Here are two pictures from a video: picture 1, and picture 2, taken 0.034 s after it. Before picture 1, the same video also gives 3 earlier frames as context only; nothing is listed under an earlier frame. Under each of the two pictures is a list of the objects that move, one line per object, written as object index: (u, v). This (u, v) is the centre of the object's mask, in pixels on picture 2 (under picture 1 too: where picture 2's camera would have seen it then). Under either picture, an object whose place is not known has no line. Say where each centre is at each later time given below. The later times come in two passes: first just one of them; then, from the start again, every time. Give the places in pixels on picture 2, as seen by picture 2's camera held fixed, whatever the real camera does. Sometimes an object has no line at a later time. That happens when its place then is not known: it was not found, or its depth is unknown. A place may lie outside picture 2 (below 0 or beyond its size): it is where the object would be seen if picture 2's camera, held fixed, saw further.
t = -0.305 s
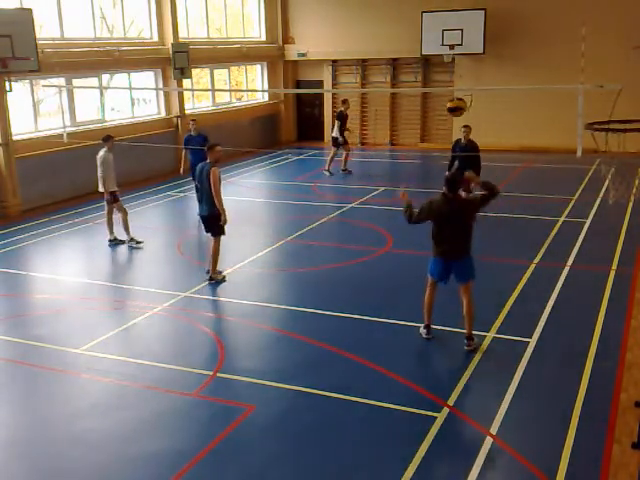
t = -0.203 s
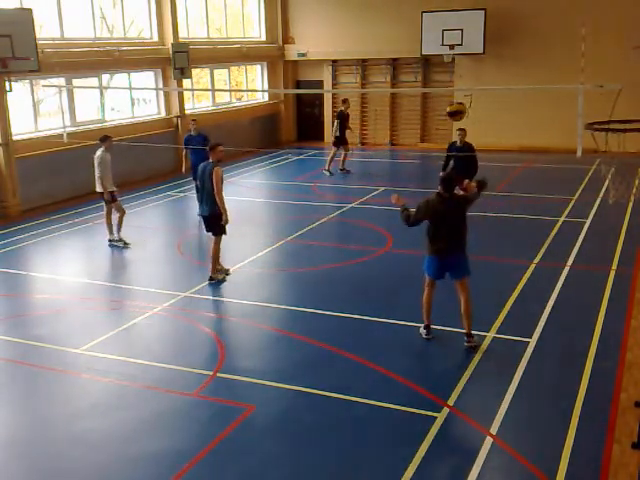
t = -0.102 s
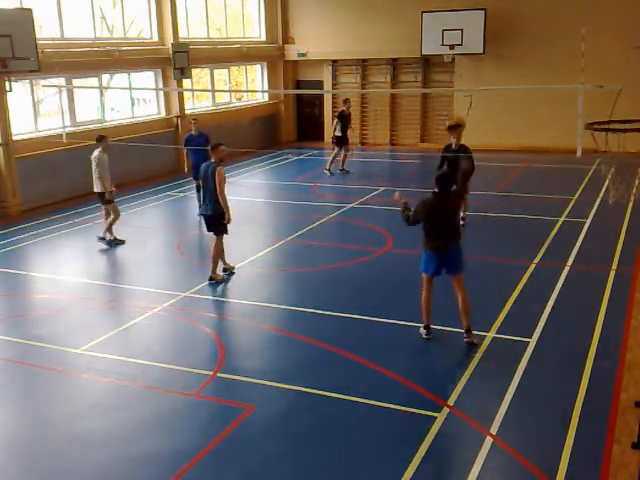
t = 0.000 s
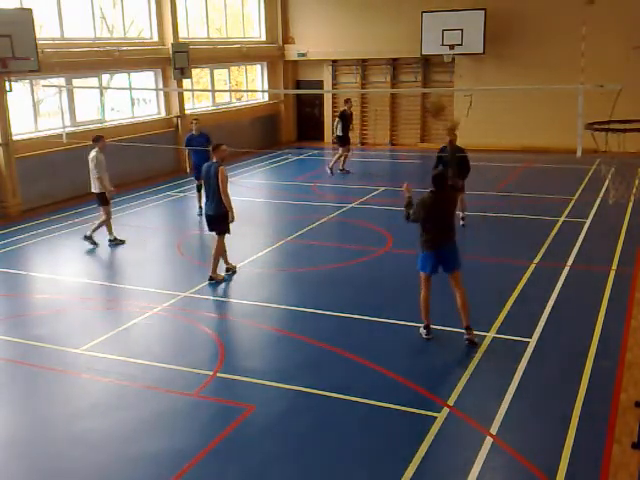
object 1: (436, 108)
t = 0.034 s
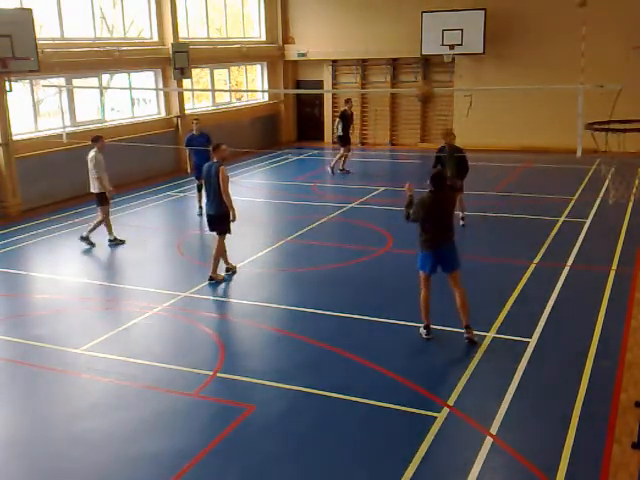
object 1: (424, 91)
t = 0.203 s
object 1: (383, 51)
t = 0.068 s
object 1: (415, 85)
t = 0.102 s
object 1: (405, 72)
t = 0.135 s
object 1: (399, 65)
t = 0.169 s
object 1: (391, 57)
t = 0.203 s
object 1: (383, 51)
